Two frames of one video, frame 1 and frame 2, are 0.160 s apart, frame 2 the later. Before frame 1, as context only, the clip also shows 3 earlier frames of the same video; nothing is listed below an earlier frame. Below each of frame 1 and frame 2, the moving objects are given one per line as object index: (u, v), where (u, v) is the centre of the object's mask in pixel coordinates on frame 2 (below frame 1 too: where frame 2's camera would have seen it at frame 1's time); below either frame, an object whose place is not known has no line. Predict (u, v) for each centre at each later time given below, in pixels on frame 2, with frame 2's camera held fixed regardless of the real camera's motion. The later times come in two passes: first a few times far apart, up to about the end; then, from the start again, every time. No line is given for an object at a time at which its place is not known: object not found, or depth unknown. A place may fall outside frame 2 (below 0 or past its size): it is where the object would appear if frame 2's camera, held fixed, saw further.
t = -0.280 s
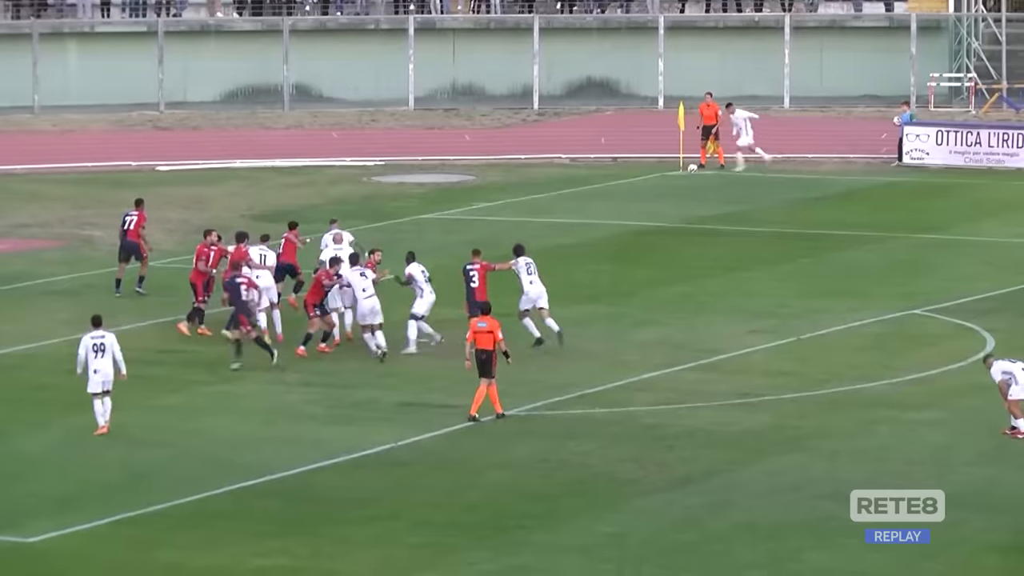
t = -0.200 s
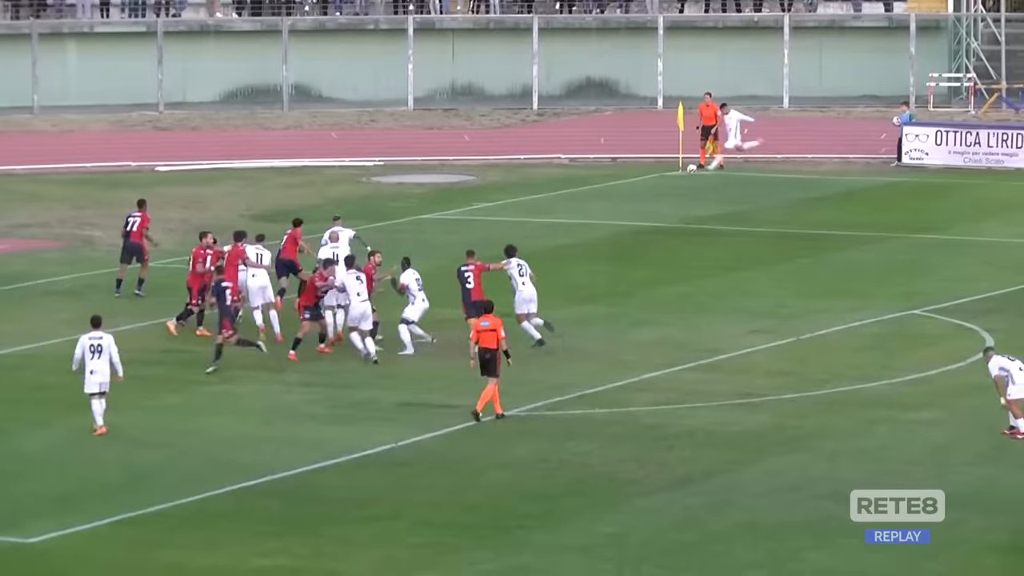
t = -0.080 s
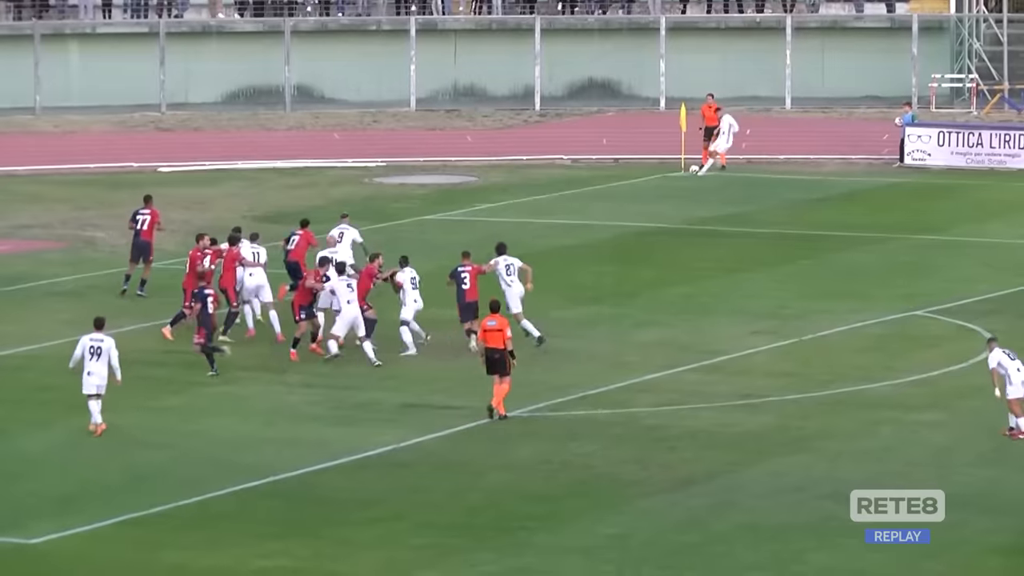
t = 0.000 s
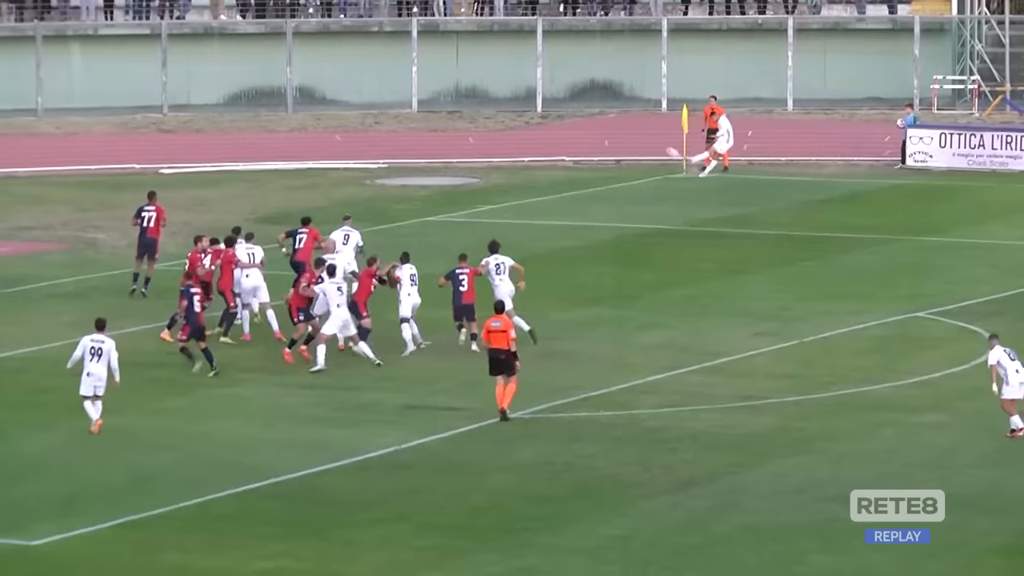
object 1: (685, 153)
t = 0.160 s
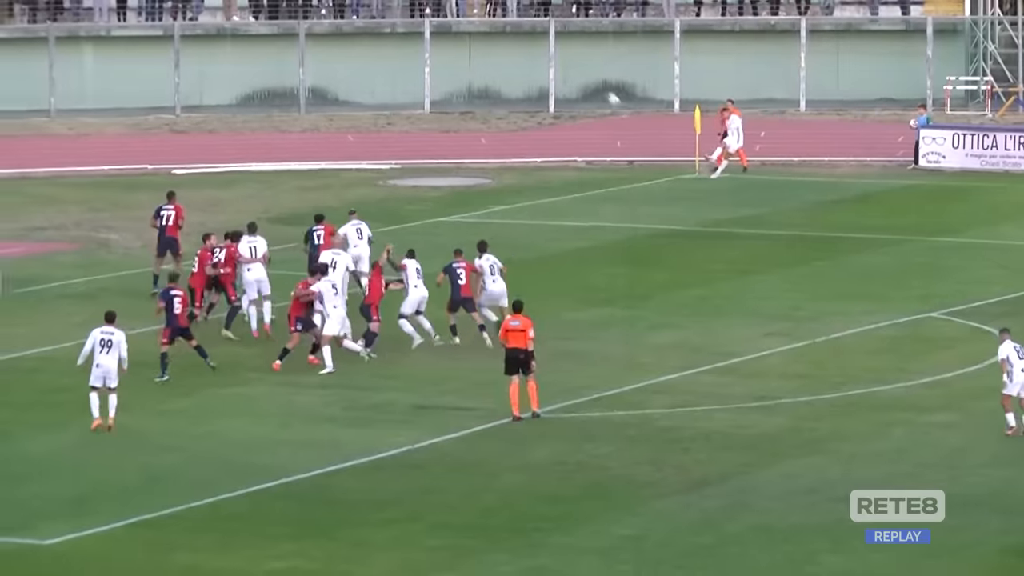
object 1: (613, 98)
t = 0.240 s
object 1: (580, 77)
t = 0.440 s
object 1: (514, 40)
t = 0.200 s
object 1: (597, 89)
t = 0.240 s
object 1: (580, 77)
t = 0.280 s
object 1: (567, 68)
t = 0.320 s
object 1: (553, 60)
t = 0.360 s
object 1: (540, 52)
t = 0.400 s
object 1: (527, 45)
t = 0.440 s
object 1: (514, 40)
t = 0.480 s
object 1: (502, 35)
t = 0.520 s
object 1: (492, 32)
